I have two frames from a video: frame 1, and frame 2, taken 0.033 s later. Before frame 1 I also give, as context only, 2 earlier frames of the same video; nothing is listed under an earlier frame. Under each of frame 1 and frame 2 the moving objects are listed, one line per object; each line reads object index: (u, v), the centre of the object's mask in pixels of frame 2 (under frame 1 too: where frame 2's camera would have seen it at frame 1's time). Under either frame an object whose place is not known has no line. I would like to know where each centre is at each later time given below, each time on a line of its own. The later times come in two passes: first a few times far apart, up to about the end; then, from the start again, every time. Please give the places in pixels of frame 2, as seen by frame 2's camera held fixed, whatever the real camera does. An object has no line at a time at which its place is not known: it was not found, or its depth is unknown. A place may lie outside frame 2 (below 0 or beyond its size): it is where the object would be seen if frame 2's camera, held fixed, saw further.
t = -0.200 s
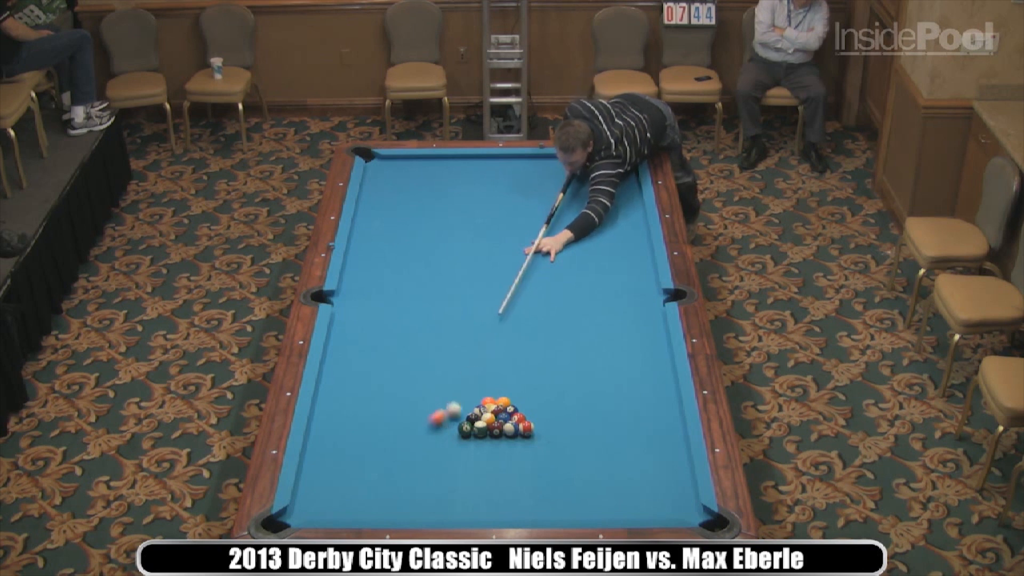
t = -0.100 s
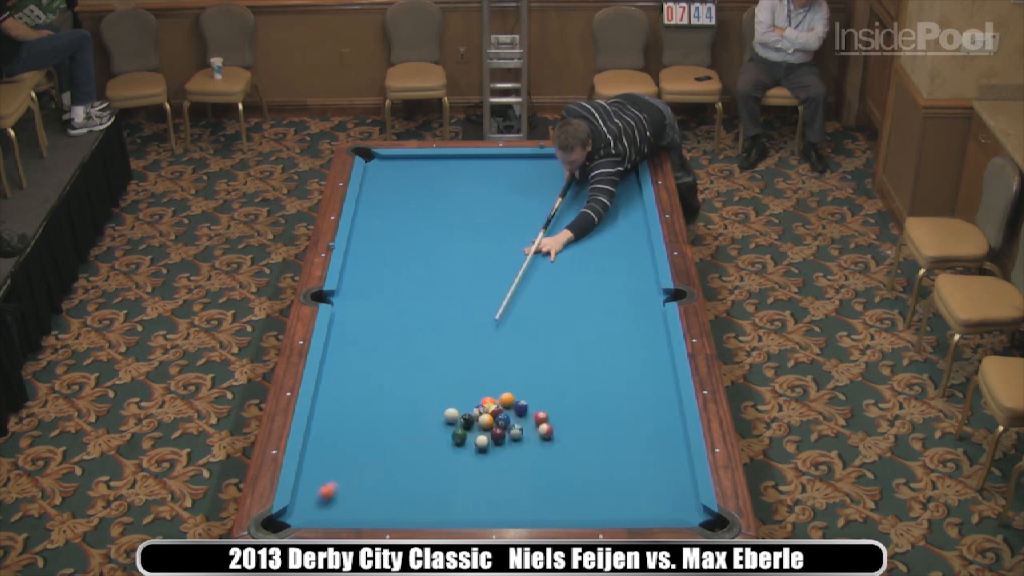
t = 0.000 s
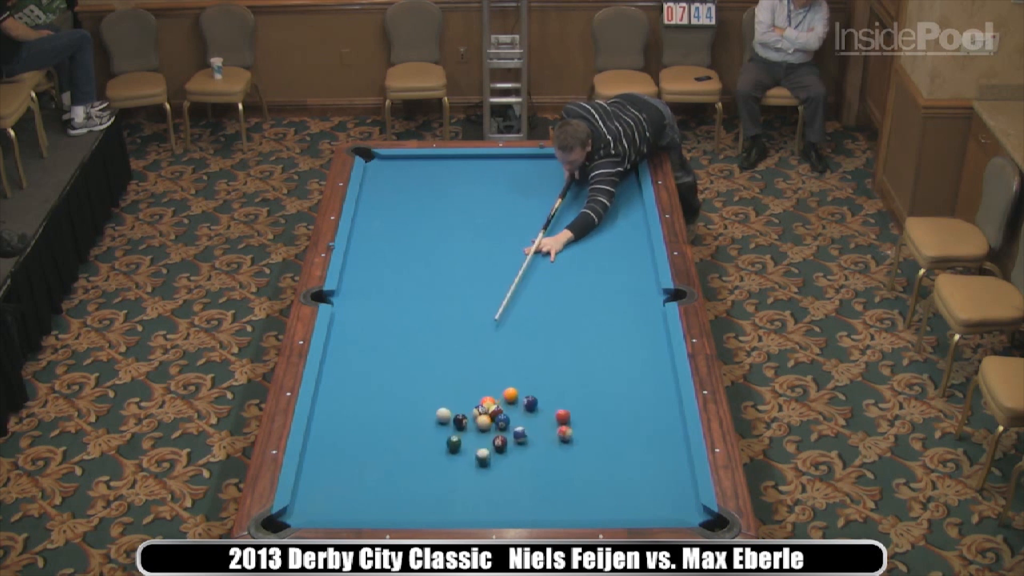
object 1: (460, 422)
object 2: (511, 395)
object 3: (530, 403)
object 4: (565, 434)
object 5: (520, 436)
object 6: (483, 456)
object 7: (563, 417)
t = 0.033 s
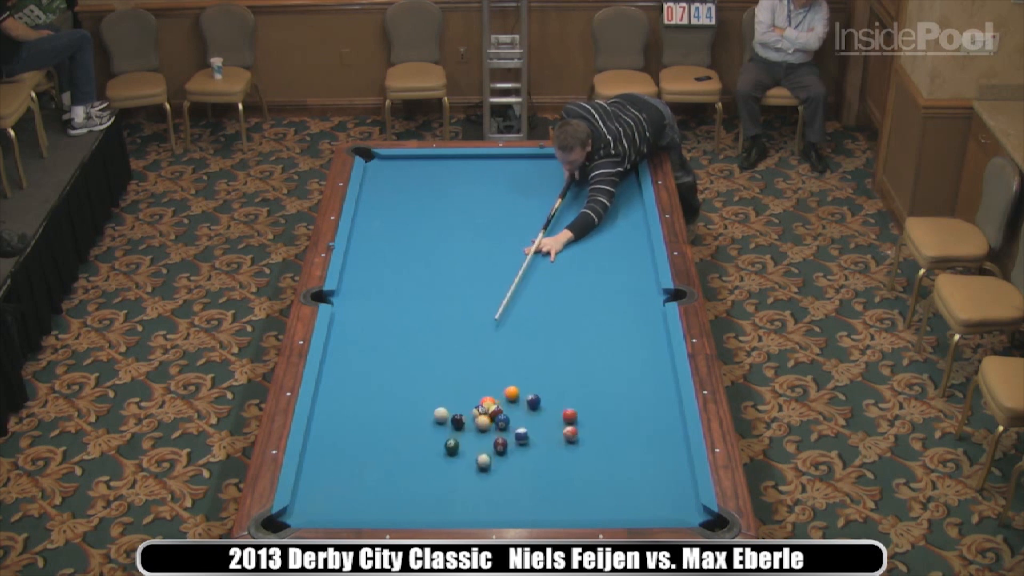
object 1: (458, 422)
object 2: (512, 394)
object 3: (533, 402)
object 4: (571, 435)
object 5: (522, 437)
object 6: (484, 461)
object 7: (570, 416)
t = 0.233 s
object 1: (445, 423)
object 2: (519, 385)
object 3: (552, 393)
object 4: (607, 439)
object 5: (531, 444)
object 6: (486, 489)
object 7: (610, 413)
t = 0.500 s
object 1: (430, 423)
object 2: (527, 374)
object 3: (574, 381)
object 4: (654, 445)
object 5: (543, 451)
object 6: (490, 511)
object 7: (662, 409)
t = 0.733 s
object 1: (418, 423)
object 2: (534, 365)
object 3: (592, 372)
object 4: (676, 450)
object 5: (552, 457)
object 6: (492, 492)
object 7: (657, 406)
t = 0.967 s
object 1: (406, 423)
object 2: (540, 357)
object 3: (609, 363)
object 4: (655, 453)
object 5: (561, 463)
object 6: (494, 475)
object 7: (631, 405)
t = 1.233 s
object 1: (395, 423)
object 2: (547, 349)
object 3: (628, 354)
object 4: (631, 457)
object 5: (569, 469)
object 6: (496, 456)
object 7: (603, 403)
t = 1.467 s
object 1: (386, 422)
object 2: (553, 342)
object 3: (642, 346)
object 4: (612, 461)
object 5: (576, 474)
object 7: (580, 402)
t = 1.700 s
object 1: (378, 422)
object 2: (558, 336)
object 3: (656, 340)
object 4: (593, 464)
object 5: (582, 479)
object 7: (558, 401)
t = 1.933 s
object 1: (371, 422)
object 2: (562, 331)
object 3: (660, 334)
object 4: (575, 466)
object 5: (588, 481)
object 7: (537, 400)
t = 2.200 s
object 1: (364, 422)
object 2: (567, 325)
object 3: (652, 329)
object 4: (556, 469)
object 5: (594, 484)
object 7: (514, 398)
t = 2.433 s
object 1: (360, 422)
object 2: (570, 321)
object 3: (645, 326)
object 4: (541, 471)
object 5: (598, 487)
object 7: (496, 396)
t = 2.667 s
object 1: (356, 422)
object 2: (573, 317)
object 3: (639, 323)
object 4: (536, 468)
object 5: (601, 488)
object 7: (492, 395)
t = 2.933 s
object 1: (353, 422)
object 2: (576, 314)
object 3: (634, 320)
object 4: (531, 465)
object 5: (604, 489)
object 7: (489, 395)
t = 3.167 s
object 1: (351, 422)
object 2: (578, 311)
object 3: (630, 319)
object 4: (528, 463)
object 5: (605, 490)
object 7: (487, 395)
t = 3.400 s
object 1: (351, 422)
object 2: (579, 309)
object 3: (626, 317)
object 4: (526, 461)
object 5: (605, 490)
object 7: (486, 394)
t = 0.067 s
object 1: (456, 422)
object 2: (513, 392)
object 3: (536, 400)
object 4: (577, 435)
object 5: (524, 438)
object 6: (484, 466)
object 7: (577, 416)
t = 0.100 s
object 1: (454, 422)
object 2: (514, 391)
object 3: (540, 399)
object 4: (583, 436)
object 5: (525, 439)
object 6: (485, 470)
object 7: (584, 415)
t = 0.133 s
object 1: (452, 422)
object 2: (515, 389)
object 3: (543, 397)
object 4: (589, 437)
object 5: (527, 440)
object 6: (485, 474)
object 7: (590, 415)
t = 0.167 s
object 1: (450, 422)
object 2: (516, 388)
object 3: (545, 396)
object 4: (595, 438)
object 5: (528, 441)
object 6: (486, 479)
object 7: (596, 414)
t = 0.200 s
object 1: (448, 423)
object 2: (518, 386)
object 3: (548, 394)
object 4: (601, 438)
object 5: (530, 442)
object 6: (486, 484)
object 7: (603, 414)
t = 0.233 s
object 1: (445, 423)
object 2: (519, 385)
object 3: (552, 393)
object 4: (607, 439)
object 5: (531, 444)
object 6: (486, 489)
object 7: (610, 413)
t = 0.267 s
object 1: (444, 422)
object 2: (520, 383)
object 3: (554, 391)
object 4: (613, 440)
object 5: (533, 444)
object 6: (487, 493)
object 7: (617, 412)
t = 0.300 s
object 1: (441, 423)
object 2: (521, 382)
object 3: (557, 390)
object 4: (619, 441)
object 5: (534, 445)
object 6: (487, 498)
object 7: (623, 412)
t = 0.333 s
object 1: (440, 423)
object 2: (522, 380)
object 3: (560, 389)
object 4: (625, 441)
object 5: (535, 446)
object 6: (488, 503)
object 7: (630, 411)
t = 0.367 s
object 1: (438, 423)
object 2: (523, 379)
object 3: (563, 387)
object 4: (631, 442)
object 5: (536, 447)
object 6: (489, 506)
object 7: (636, 411)
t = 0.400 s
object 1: (436, 423)
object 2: (524, 378)
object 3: (566, 385)
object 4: (637, 443)
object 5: (538, 448)
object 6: (489, 511)
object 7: (642, 410)
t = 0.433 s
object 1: (434, 423)
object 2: (526, 376)
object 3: (569, 384)
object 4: (643, 444)
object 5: (540, 449)
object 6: (490, 514)
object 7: (649, 410)
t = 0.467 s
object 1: (432, 423)
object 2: (526, 375)
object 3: (571, 382)
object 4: (648, 444)
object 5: (541, 450)
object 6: (490, 513)
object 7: (655, 409)
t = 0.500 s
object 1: (430, 423)
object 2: (527, 374)
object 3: (574, 381)
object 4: (654, 445)
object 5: (543, 451)
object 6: (490, 511)
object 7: (662, 409)
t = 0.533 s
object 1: (428, 423)
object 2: (528, 372)
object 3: (577, 380)
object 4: (660, 446)
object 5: (544, 453)
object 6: (490, 510)
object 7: (668, 408)
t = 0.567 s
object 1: (427, 423)
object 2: (529, 371)
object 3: (580, 378)
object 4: (666, 446)
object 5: (545, 453)
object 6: (491, 505)
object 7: (675, 407)
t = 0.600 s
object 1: (425, 423)
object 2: (530, 370)
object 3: (582, 377)
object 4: (671, 447)
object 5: (547, 454)
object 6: (491, 503)
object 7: (674, 407)
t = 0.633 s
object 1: (423, 423)
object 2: (531, 368)
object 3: (585, 376)
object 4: (677, 448)
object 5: (548, 455)
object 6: (492, 500)
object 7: (669, 407)
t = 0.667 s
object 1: (421, 423)
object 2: (532, 367)
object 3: (587, 375)
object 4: (683, 449)
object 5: (549, 456)
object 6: (492, 498)
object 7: (665, 407)
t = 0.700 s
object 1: (419, 423)
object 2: (533, 366)
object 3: (590, 373)
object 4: (680, 449)
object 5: (550, 457)
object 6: (492, 495)
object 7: (661, 407)
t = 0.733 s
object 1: (418, 423)
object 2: (534, 365)
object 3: (592, 372)
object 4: (676, 450)
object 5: (552, 457)
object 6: (492, 492)
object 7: (657, 406)
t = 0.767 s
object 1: (416, 423)
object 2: (535, 363)
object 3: (595, 371)
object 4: (673, 450)
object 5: (553, 458)
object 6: (493, 489)
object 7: (654, 406)
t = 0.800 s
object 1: (414, 423)
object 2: (536, 362)
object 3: (598, 369)
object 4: (670, 451)
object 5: (554, 459)
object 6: (493, 486)
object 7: (650, 406)
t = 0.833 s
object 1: (413, 423)
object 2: (537, 362)
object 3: (600, 368)
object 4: (666, 451)
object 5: (556, 460)
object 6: (493, 484)
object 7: (646, 405)
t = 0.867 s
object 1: (411, 423)
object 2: (538, 360)
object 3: (602, 367)
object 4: (663, 451)
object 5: (557, 461)
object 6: (493, 482)
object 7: (642, 405)
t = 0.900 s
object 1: (409, 423)
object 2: (539, 359)
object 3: (604, 366)
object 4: (660, 453)
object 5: (558, 462)
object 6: (494, 480)
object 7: (638, 405)
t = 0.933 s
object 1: (408, 423)
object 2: (540, 358)
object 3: (607, 365)
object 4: (657, 453)
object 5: (559, 462)
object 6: (494, 477)
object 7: (635, 405)
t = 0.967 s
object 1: (406, 423)
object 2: (540, 357)
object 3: (609, 363)
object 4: (655, 453)
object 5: (561, 463)
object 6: (494, 475)
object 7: (631, 405)
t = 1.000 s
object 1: (405, 423)
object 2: (541, 356)
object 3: (612, 362)
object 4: (652, 454)
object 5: (562, 464)
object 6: (494, 472)
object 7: (628, 405)
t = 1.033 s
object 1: (403, 423)
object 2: (542, 355)
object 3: (614, 361)
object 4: (648, 454)
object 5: (563, 465)
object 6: (495, 469)
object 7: (624, 404)
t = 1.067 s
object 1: (402, 423)
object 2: (543, 354)
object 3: (616, 360)
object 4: (645, 454)
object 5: (564, 466)
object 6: (495, 467)
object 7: (621, 404)
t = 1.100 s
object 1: (401, 423)
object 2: (544, 353)
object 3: (619, 358)
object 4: (643, 455)
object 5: (565, 467)
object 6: (496, 466)
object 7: (617, 404)
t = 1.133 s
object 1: (399, 423)
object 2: (545, 351)
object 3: (621, 357)
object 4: (640, 456)
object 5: (566, 467)
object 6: (496, 463)
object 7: (614, 404)
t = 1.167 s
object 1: (397, 423)
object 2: (545, 350)
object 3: (623, 356)
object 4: (637, 456)
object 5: (567, 468)
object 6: (496, 461)
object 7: (610, 403)
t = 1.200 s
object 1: (396, 423)
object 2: (546, 349)
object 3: (625, 355)
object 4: (634, 457)
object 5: (568, 468)
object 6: (496, 459)
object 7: (606, 403)
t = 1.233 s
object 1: (395, 423)
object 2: (547, 349)
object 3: (628, 354)
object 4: (631, 457)
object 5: (569, 469)
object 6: (496, 456)
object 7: (603, 403)
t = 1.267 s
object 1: (393, 423)
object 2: (548, 348)
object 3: (630, 353)
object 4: (629, 458)
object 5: (570, 470)
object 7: (600, 403)
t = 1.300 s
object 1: (392, 423)
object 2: (549, 346)
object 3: (632, 352)
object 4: (626, 458)
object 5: (571, 470)
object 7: (596, 403)
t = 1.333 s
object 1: (391, 423)
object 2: (550, 346)
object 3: (634, 351)
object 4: (623, 459)
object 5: (572, 471)
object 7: (593, 403)
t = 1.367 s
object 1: (390, 422)
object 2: (551, 345)
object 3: (636, 350)
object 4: (620, 459)
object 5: (573, 472)
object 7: (590, 402)
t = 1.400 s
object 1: (388, 423)
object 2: (551, 344)
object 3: (638, 349)
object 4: (617, 459)
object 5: (574, 473)
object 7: (586, 402)
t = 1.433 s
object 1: (387, 422)
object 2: (552, 343)
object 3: (640, 347)
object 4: (614, 460)
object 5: (575, 473)
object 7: (583, 402)
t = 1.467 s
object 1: (386, 422)
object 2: (553, 342)
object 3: (642, 346)
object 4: (612, 461)
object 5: (576, 474)
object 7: (580, 402)
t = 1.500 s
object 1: (384, 422)
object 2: (554, 341)
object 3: (644, 345)
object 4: (609, 461)
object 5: (577, 475)
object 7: (577, 402)
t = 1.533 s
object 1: (383, 422)
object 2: (554, 340)
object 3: (646, 344)
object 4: (606, 461)
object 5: (578, 475)
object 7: (574, 402)
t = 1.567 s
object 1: (382, 422)
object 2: (555, 339)
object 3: (648, 343)
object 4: (603, 461)
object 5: (579, 476)
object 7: (570, 401)
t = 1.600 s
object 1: (381, 422)
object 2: (556, 339)
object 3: (650, 342)
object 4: (601, 462)
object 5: (580, 477)
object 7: (567, 401)
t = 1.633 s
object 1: (380, 422)
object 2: (556, 338)
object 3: (652, 341)
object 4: (598, 462)
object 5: (581, 477)
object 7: (564, 401)
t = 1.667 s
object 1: (379, 422)
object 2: (557, 337)
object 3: (654, 340)
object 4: (595, 463)
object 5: (581, 478)
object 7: (561, 401)
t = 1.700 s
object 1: (378, 422)
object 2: (558, 336)
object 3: (656, 340)
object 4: (593, 464)
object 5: (582, 479)
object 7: (558, 401)
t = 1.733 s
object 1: (377, 422)
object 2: (559, 335)
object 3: (657, 339)
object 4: (590, 463)
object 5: (583, 479)
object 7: (555, 401)
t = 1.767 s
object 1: (376, 422)
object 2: (559, 334)
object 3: (660, 338)
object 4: (588, 463)
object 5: (584, 479)
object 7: (552, 400)
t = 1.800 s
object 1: (375, 422)
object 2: (560, 334)
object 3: (661, 337)
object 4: (585, 463)
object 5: (585, 479)
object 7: (549, 400)
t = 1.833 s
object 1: (374, 422)
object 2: (560, 333)
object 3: (663, 336)
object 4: (583, 463)
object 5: (585, 479)
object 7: (546, 400)
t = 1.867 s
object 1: (373, 422)
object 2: (561, 332)
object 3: (663, 335)
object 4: (580, 464)
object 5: (586, 480)
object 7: (543, 400)
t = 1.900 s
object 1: (372, 422)
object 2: (562, 331)
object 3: (661, 335)
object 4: (578, 465)
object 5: (587, 481)
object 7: (540, 400)
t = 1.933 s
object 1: (371, 422)
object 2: (562, 331)
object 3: (660, 334)
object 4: (575, 466)
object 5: (588, 481)
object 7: (537, 400)
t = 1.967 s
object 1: (370, 422)
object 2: (563, 330)
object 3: (659, 333)
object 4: (573, 467)
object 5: (589, 482)
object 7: (534, 400)
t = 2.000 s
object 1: (369, 422)
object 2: (564, 329)
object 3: (658, 333)
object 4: (571, 467)
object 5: (590, 482)
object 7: (531, 400)
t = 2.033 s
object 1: (368, 422)
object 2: (564, 328)
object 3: (657, 332)
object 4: (568, 468)
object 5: (590, 482)
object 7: (528, 399)
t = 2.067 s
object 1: (367, 422)
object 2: (565, 328)
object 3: (656, 331)
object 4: (566, 468)
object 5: (591, 483)
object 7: (526, 399)
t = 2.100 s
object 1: (367, 422)
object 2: (566, 327)
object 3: (655, 331)
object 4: (564, 468)
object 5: (592, 483)
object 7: (523, 399)
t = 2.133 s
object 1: (366, 422)
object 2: (566, 326)
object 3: (654, 330)
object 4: (561, 469)
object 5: (592, 483)
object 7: (520, 399)
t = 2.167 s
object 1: (365, 422)
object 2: (567, 325)
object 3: (653, 330)
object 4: (559, 469)
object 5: (593, 484)
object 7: (517, 399)
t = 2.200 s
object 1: (364, 422)
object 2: (567, 325)
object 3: (652, 329)
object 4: (556, 469)
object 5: (594, 484)
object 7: (514, 398)
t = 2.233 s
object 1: (364, 422)
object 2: (568, 324)
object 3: (651, 329)
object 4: (554, 470)
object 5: (594, 484)
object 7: (512, 398)
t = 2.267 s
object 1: (363, 422)
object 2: (568, 324)
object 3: (650, 328)
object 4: (552, 470)
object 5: (595, 485)
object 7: (509, 398)
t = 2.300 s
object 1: (362, 422)
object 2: (568, 323)
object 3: (649, 328)
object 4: (549, 470)
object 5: (596, 485)
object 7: (506, 398)
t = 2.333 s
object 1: (362, 422)
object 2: (569, 323)
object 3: (648, 327)
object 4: (547, 470)
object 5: (596, 485)
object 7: (504, 397)
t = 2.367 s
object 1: (361, 422)
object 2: (569, 322)
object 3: (647, 327)
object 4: (545, 471)
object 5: (596, 486)
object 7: (501, 397)
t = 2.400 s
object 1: (360, 422)
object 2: (570, 322)
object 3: (646, 326)
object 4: (543, 471)
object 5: (597, 486)
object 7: (498, 396)
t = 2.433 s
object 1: (360, 422)
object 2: (570, 321)
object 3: (645, 326)
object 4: (541, 471)
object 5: (598, 487)
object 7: (496, 396)
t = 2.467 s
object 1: (359, 422)
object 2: (571, 320)
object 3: (644, 326)
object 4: (540, 471)
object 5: (598, 486)
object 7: (495, 396)
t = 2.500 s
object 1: (358, 422)
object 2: (571, 320)
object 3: (644, 325)
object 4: (539, 470)
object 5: (599, 487)
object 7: (495, 395)
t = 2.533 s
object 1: (358, 422)
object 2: (572, 319)
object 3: (643, 325)
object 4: (539, 470)
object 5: (599, 487)
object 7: (494, 395)
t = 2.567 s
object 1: (357, 422)
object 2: (572, 318)
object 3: (642, 324)
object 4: (538, 470)
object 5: (600, 487)
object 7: (494, 395)
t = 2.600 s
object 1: (357, 422)
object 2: (573, 318)
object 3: (641, 324)
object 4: (537, 469)
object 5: (600, 487)
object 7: (493, 395)
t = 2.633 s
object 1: (356, 422)
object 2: (573, 318)
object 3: (640, 323)
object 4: (537, 469)
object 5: (601, 487)
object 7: (493, 395)
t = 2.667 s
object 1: (356, 422)
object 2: (573, 317)
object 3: (639, 323)
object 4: (536, 468)
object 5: (601, 488)
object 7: (492, 395)
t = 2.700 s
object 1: (355, 422)
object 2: (574, 317)
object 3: (639, 323)
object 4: (535, 468)
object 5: (601, 488)
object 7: (492, 395)
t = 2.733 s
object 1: (355, 422)
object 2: (574, 316)
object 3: (638, 322)
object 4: (535, 468)
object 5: (602, 488)
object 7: (492, 395)
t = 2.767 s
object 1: (355, 422)
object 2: (574, 316)
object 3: (637, 322)
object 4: (534, 467)
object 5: (602, 489)
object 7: (491, 395)
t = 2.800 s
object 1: (354, 422)
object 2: (575, 315)
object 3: (637, 322)
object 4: (533, 466)
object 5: (603, 489)
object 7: (490, 395)
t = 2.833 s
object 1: (354, 422)
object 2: (575, 315)
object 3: (636, 321)
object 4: (533, 466)
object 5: (603, 489)
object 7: (490, 395)
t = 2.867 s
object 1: (354, 422)
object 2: (575, 314)
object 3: (635, 321)
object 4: (532, 466)
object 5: (603, 489)
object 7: (490, 395)
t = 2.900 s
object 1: (353, 422)
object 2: (576, 314)
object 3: (634, 321)
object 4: (532, 465)
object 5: (603, 489)
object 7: (489, 395)
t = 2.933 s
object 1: (353, 422)
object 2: (576, 314)
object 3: (634, 320)
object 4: (531, 465)
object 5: (604, 489)
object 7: (489, 395)
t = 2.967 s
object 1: (353, 422)
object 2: (576, 313)
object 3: (633, 320)
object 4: (531, 465)
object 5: (604, 489)
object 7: (488, 395)
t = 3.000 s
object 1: (352, 422)
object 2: (577, 313)
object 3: (632, 320)
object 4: (530, 464)
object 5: (604, 489)
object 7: (488, 395)
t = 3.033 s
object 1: (352, 422)
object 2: (577, 312)
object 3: (632, 319)
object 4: (530, 464)
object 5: (604, 489)
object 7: (488, 395)
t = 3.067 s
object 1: (352, 422)
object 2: (577, 312)
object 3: (631, 319)
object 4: (529, 464)
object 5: (604, 489)
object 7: (488, 395)
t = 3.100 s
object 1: (352, 422)
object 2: (577, 312)
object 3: (631, 319)
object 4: (529, 463)
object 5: (605, 489)
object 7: (487, 395)
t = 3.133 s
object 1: (351, 422)
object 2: (577, 312)
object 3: (630, 319)
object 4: (528, 463)
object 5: (604, 490)
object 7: (487, 395)
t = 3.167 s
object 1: (351, 422)
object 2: (578, 311)
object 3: (630, 319)
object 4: (528, 463)
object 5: (605, 490)
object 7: (487, 395)
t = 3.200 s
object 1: (351, 422)
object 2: (578, 311)
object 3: (629, 318)
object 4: (527, 462)
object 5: (605, 490)
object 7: (486, 395)
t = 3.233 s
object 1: (351, 422)
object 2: (578, 310)
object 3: (629, 318)
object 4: (527, 462)
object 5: (605, 490)
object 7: (486, 395)
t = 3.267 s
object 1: (351, 422)
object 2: (578, 310)
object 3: (628, 318)
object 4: (527, 462)
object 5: (605, 490)
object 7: (486, 394)
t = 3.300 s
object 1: (351, 422)
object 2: (579, 310)
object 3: (628, 318)
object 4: (526, 462)
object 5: (605, 490)
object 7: (486, 394)
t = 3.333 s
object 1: (351, 422)
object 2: (579, 310)
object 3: (627, 317)
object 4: (526, 461)
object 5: (605, 490)
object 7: (486, 394)
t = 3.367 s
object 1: (351, 422)
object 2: (579, 309)
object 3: (627, 317)
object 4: (526, 461)
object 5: (605, 490)
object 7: (485, 394)
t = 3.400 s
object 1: (351, 422)
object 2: (579, 309)
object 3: (626, 317)
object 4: (526, 461)
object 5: (605, 490)
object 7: (486, 394)
